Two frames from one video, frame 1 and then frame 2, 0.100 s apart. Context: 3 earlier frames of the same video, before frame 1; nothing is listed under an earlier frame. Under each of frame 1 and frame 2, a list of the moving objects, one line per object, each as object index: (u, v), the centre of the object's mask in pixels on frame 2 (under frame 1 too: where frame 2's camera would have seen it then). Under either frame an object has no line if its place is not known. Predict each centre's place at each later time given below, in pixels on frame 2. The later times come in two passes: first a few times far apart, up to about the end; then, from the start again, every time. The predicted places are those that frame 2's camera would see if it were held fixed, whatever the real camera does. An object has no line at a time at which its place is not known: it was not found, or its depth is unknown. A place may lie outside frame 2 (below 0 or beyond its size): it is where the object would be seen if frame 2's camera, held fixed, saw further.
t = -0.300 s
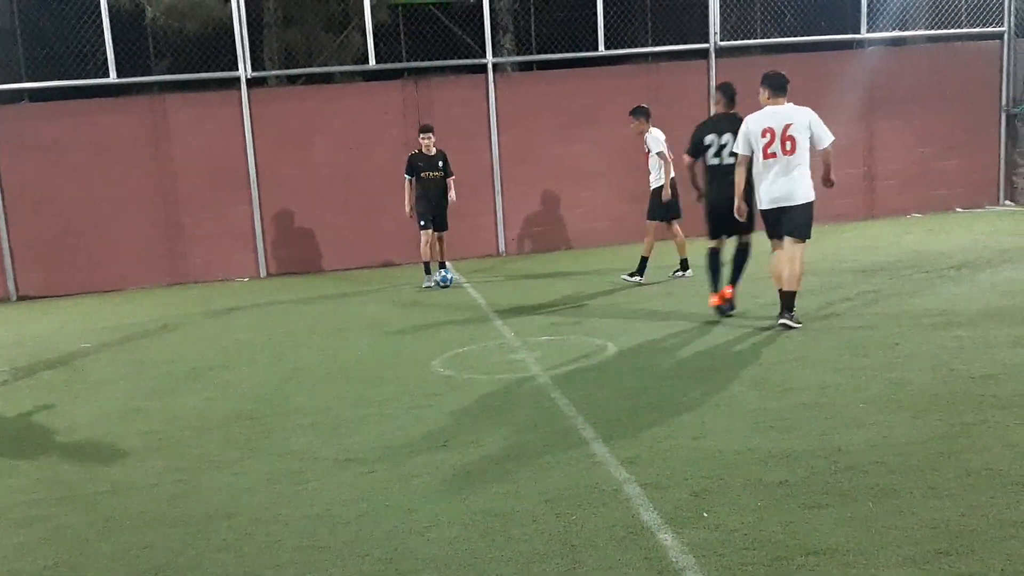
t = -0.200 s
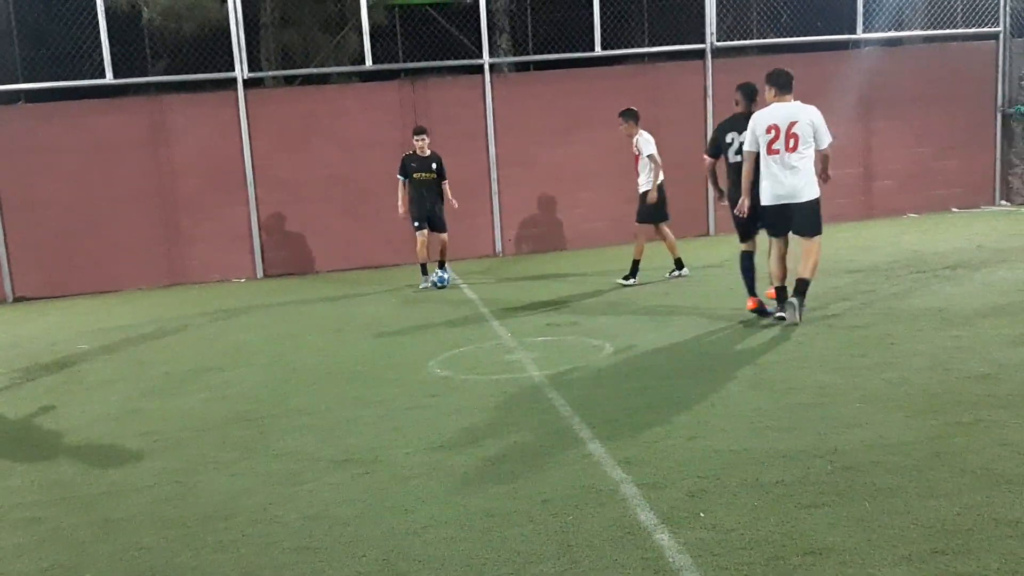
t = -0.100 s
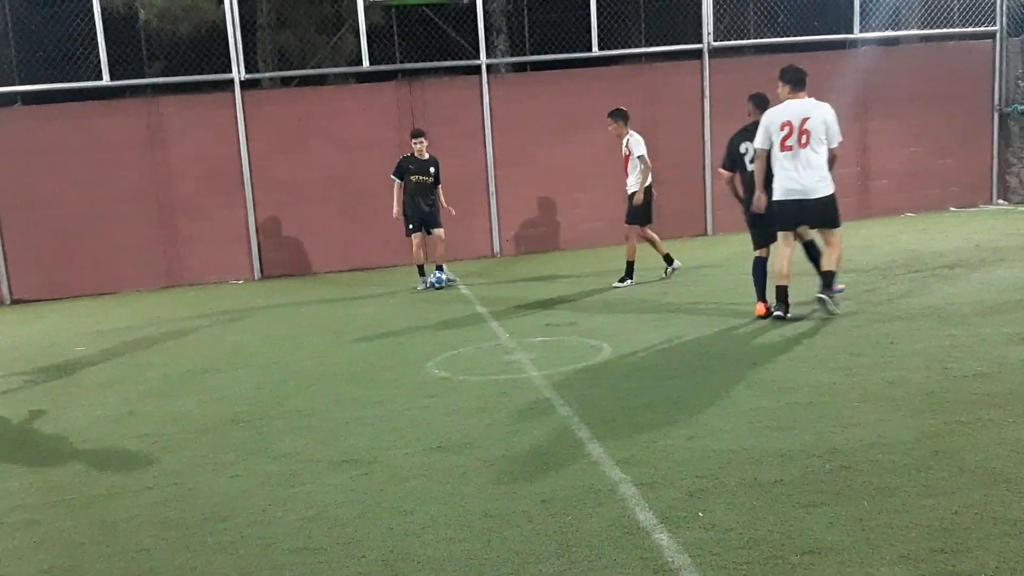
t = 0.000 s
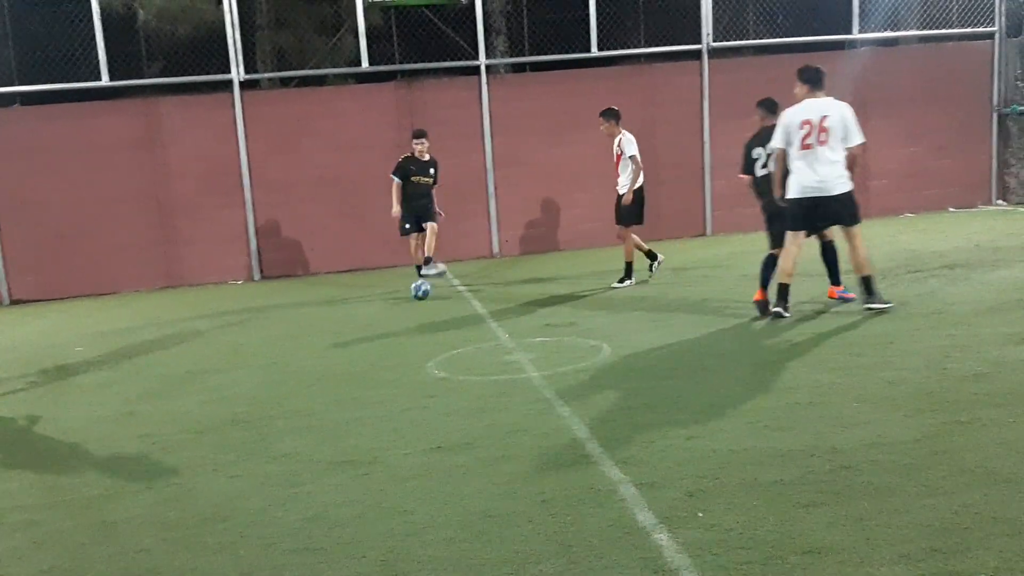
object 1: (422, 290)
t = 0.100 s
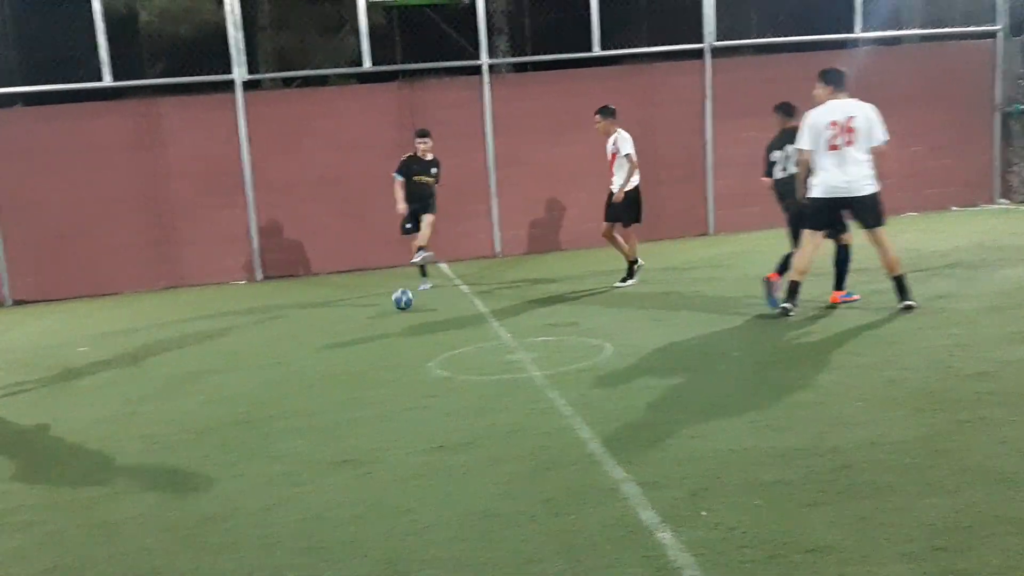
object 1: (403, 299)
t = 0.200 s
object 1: (381, 313)
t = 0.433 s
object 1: (326, 345)
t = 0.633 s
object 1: (268, 379)
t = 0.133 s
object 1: (395, 305)
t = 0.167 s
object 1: (388, 310)
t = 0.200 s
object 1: (381, 313)
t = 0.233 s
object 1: (372, 317)
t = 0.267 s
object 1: (365, 322)
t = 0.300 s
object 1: (359, 327)
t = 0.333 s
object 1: (350, 332)
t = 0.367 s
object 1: (342, 337)
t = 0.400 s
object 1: (335, 340)
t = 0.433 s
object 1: (326, 345)
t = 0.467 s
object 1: (317, 351)
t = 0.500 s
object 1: (307, 355)
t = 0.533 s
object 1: (298, 360)
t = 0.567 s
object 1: (289, 366)
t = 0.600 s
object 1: (279, 373)
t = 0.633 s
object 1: (268, 379)
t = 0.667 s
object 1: (257, 385)
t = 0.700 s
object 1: (245, 392)
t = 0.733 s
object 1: (233, 398)
